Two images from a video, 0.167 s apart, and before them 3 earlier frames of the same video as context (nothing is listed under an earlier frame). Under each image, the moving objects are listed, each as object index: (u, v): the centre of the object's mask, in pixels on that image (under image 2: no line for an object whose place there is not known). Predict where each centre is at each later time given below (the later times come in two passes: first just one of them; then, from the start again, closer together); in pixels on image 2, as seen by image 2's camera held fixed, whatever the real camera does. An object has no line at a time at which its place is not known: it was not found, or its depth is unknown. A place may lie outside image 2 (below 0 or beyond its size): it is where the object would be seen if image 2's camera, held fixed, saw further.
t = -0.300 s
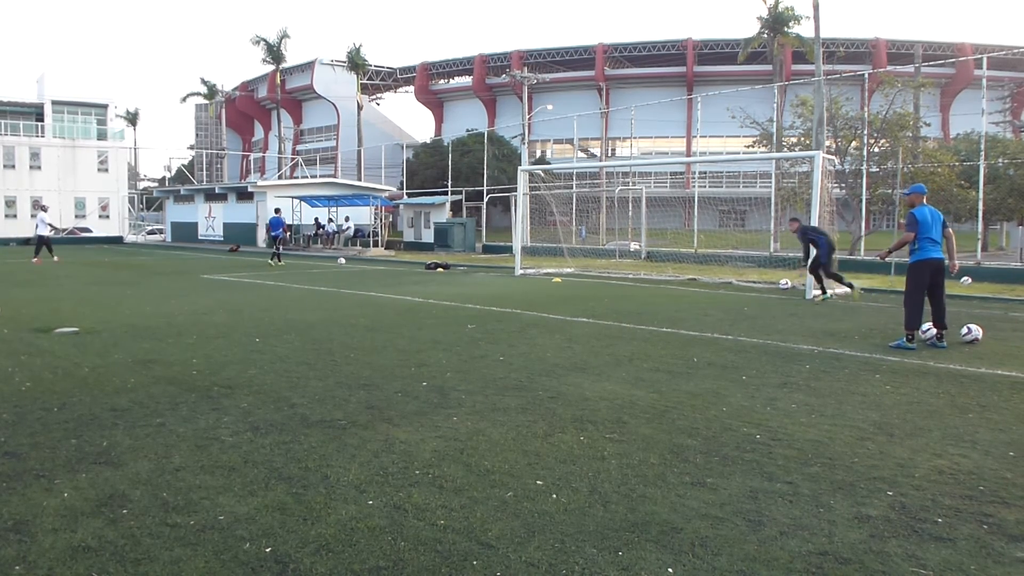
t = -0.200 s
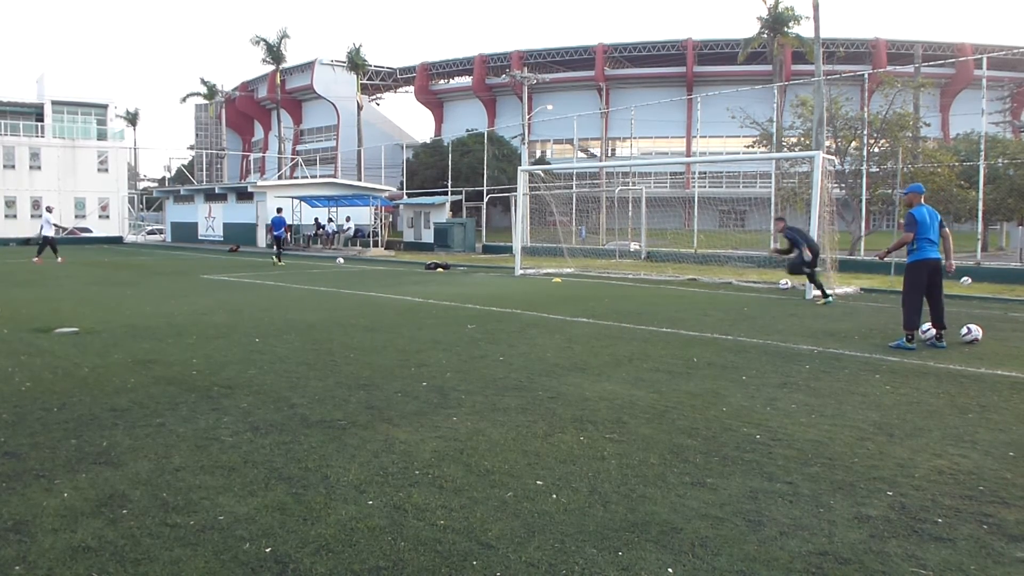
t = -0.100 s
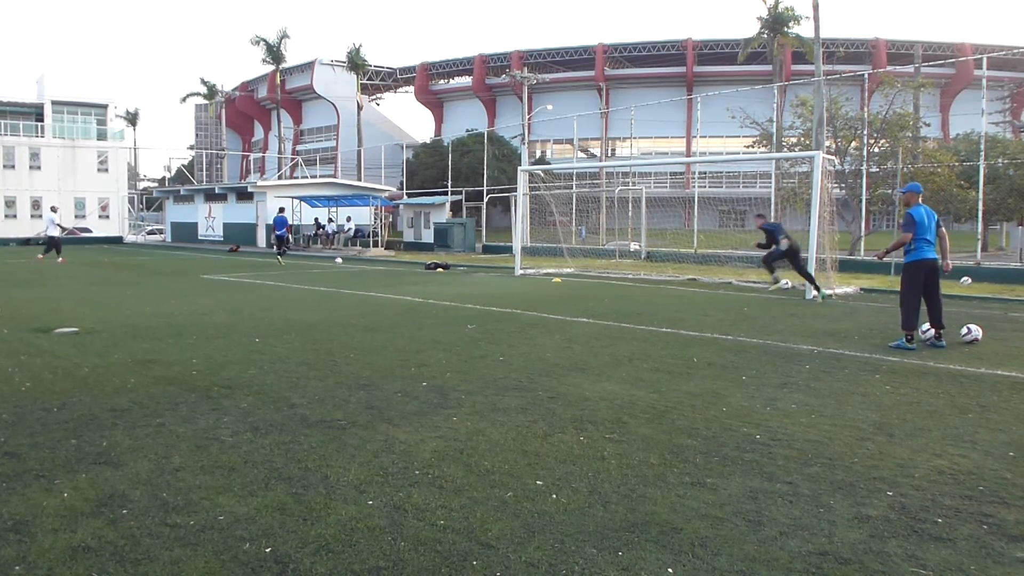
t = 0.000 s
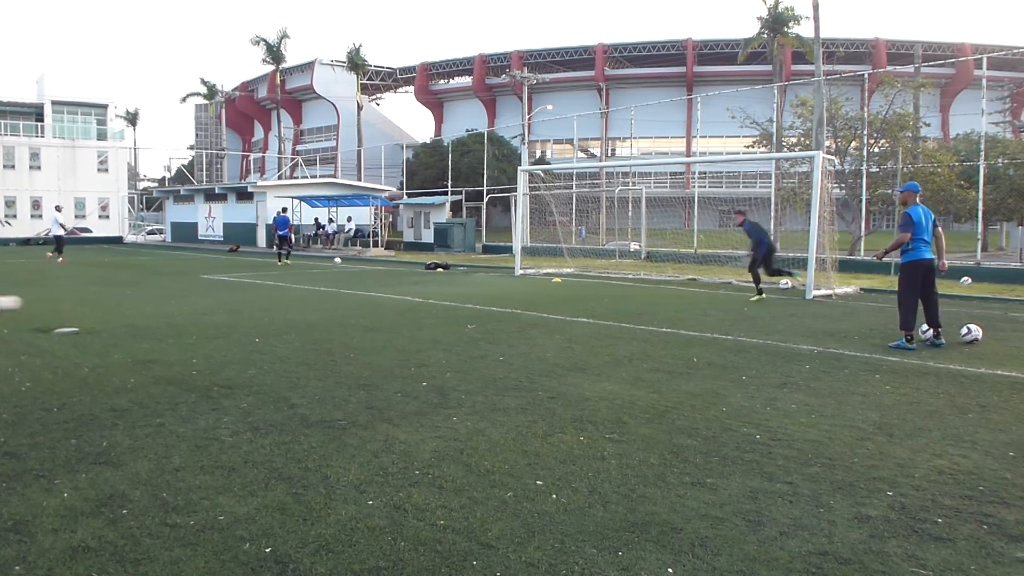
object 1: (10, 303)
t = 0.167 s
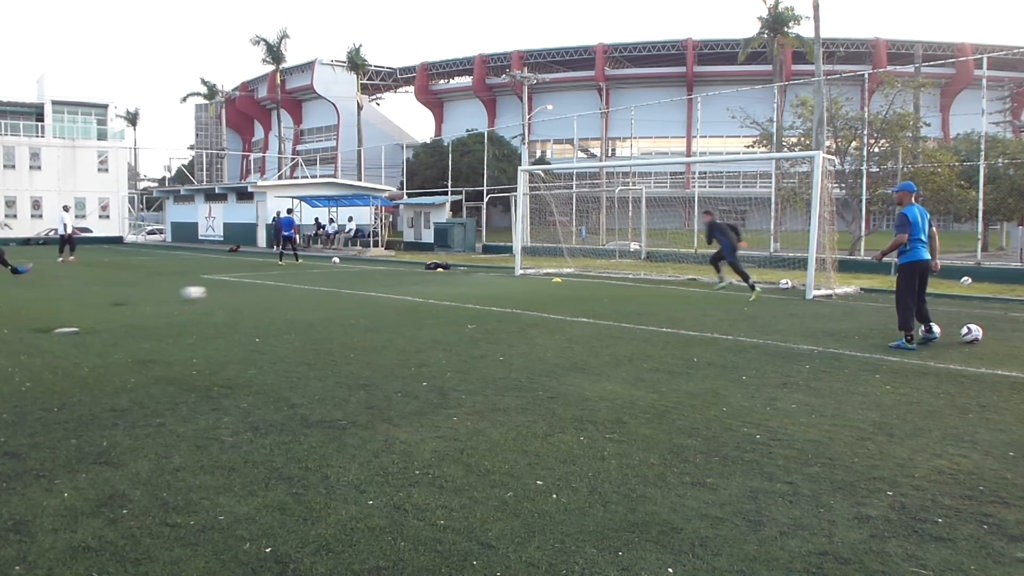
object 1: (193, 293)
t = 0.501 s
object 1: (428, 280)
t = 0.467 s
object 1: (411, 282)
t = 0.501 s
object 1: (428, 280)
